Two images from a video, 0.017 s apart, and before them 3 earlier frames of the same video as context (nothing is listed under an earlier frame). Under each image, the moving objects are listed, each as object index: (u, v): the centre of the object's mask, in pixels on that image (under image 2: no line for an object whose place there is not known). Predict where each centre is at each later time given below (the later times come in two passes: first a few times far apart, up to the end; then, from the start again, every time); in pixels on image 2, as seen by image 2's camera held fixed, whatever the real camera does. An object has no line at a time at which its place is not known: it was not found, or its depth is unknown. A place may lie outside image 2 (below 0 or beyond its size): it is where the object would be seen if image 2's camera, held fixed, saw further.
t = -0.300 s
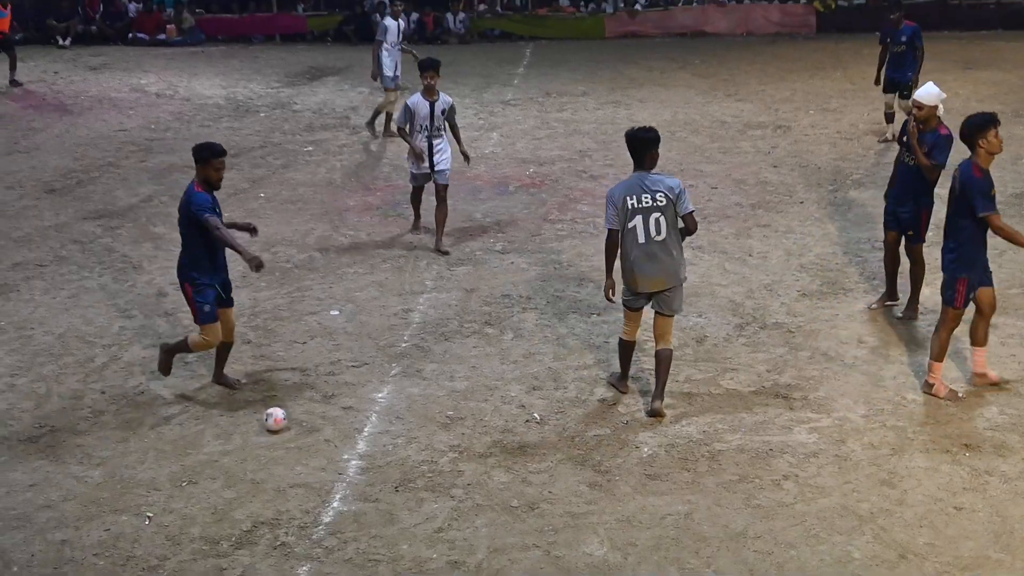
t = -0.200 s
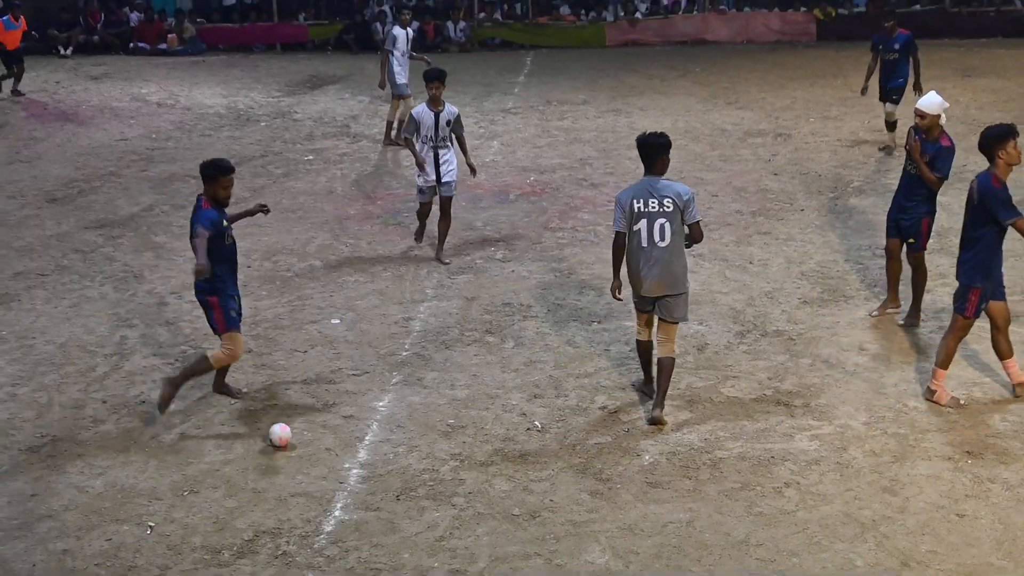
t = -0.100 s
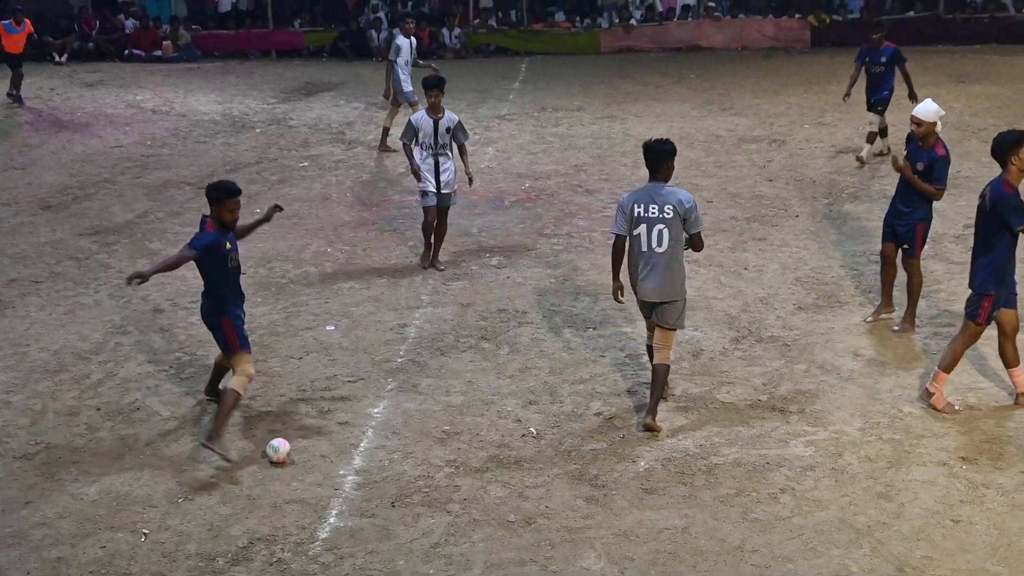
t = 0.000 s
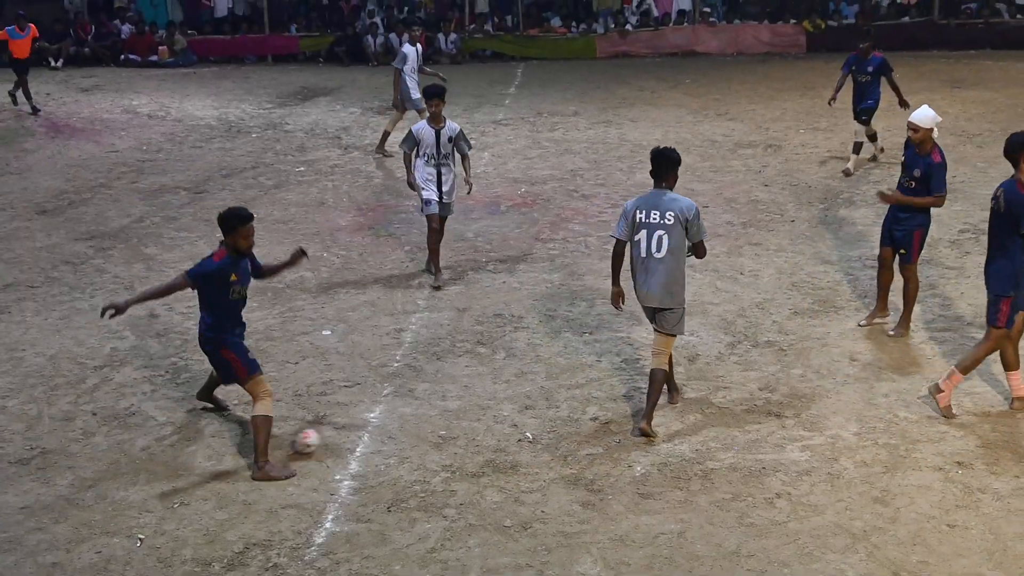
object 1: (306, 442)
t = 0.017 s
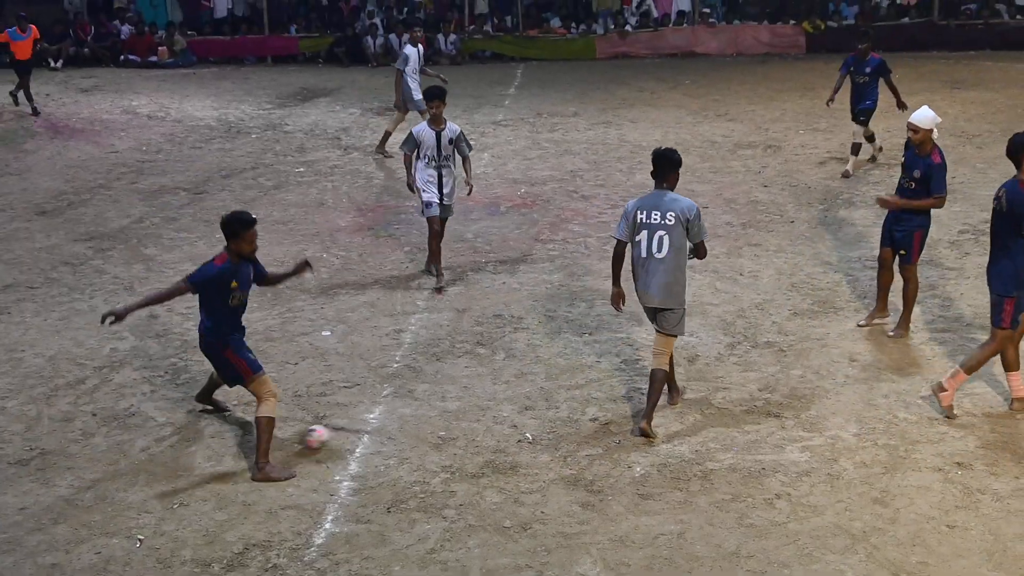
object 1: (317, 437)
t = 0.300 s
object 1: (427, 381)
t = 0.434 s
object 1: (460, 367)
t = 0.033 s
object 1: (325, 433)
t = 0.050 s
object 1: (333, 428)
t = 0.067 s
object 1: (342, 424)
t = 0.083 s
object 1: (350, 420)
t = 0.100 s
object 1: (358, 416)
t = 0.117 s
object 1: (365, 412)
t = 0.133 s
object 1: (371, 408)
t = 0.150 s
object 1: (376, 404)
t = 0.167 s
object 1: (383, 401)
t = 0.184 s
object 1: (390, 399)
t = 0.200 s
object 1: (394, 394)
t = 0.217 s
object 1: (401, 391)
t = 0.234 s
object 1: (406, 390)
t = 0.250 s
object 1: (412, 388)
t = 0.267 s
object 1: (418, 387)
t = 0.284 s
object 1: (422, 385)
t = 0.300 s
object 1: (427, 381)
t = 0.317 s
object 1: (431, 378)
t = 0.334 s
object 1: (436, 377)
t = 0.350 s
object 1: (440, 375)
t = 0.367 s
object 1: (444, 374)
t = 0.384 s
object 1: (448, 373)
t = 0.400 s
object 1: (452, 370)
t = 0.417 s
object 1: (456, 369)
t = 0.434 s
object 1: (460, 367)
